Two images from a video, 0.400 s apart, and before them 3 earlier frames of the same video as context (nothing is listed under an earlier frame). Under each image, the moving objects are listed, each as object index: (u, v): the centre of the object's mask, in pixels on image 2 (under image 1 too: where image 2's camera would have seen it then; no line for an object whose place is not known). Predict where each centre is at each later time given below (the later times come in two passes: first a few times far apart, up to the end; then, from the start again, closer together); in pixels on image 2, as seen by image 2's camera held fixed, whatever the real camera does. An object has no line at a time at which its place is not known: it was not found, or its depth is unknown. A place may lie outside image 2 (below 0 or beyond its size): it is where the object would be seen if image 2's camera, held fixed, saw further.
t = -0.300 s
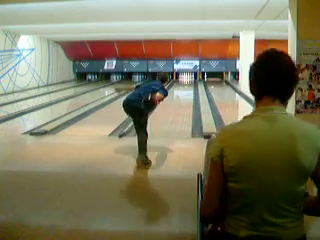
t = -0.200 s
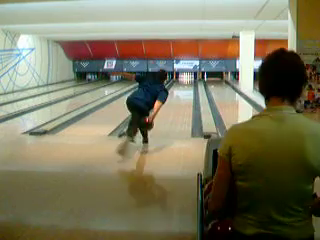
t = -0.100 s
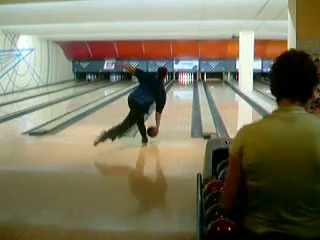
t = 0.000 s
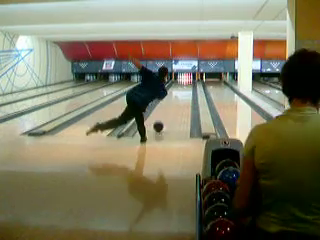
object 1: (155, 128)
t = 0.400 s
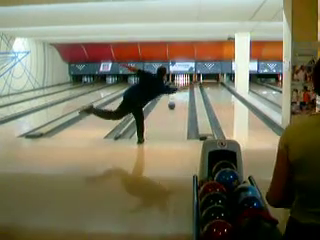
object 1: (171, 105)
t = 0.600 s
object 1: (175, 98)
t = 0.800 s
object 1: (179, 94)
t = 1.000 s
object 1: (181, 90)
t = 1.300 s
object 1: (184, 87)
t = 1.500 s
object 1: (183, 84)
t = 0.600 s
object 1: (175, 98)
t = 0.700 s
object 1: (177, 96)
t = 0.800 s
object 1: (179, 94)
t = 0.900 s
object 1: (180, 92)
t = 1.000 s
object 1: (181, 90)
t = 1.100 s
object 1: (182, 89)
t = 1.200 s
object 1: (183, 87)
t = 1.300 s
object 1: (184, 87)
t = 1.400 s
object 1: (184, 86)
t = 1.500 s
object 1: (183, 84)
